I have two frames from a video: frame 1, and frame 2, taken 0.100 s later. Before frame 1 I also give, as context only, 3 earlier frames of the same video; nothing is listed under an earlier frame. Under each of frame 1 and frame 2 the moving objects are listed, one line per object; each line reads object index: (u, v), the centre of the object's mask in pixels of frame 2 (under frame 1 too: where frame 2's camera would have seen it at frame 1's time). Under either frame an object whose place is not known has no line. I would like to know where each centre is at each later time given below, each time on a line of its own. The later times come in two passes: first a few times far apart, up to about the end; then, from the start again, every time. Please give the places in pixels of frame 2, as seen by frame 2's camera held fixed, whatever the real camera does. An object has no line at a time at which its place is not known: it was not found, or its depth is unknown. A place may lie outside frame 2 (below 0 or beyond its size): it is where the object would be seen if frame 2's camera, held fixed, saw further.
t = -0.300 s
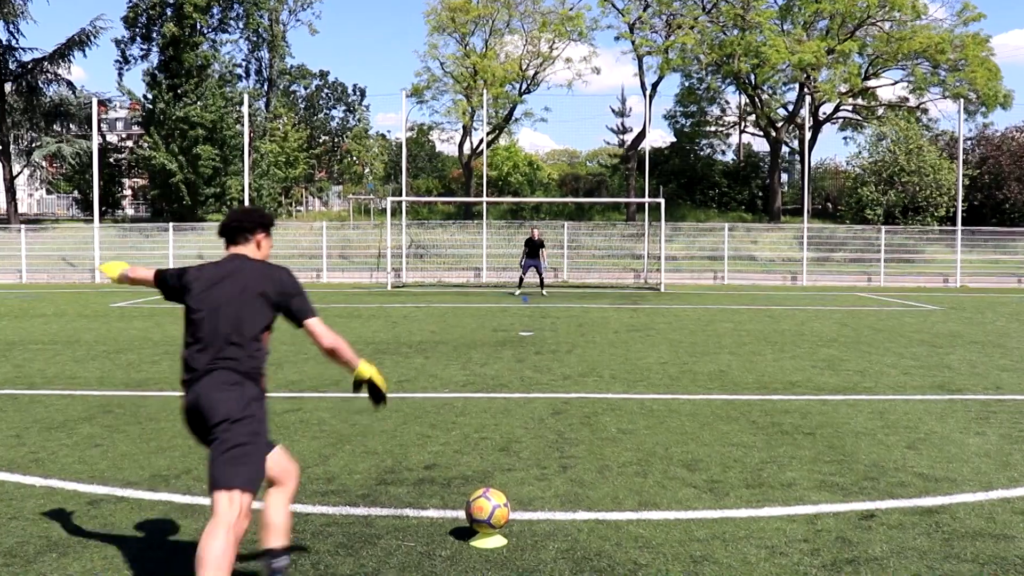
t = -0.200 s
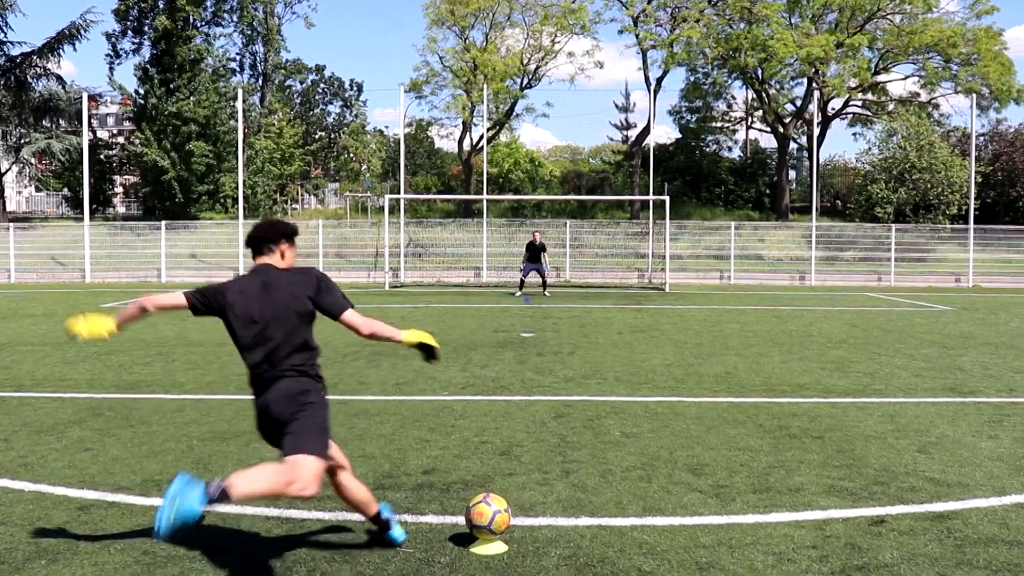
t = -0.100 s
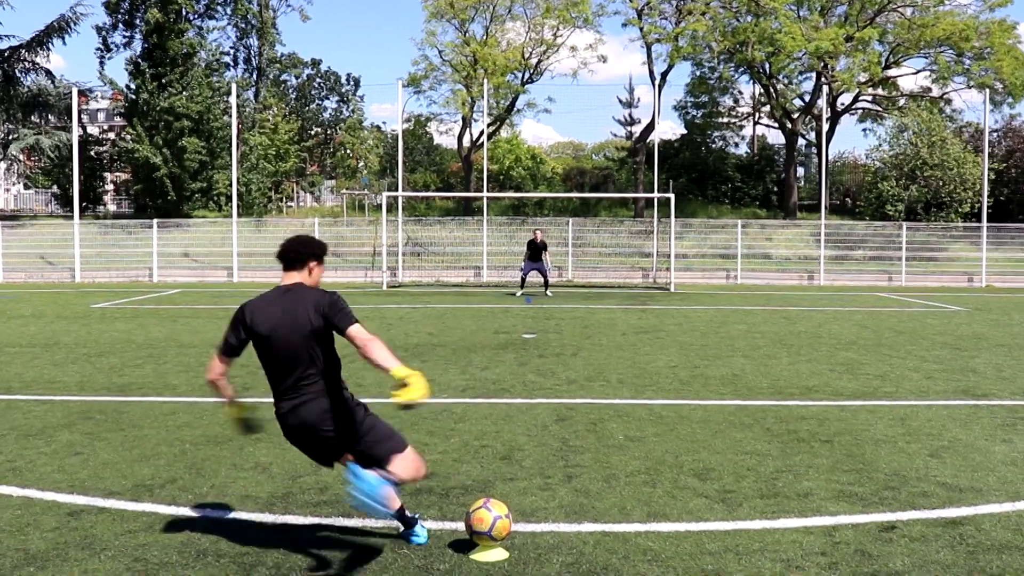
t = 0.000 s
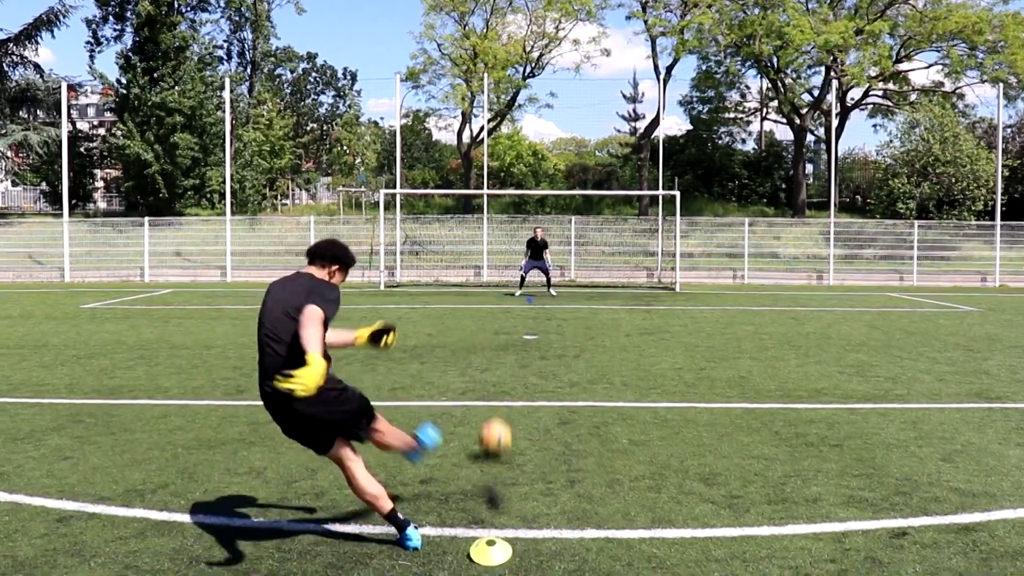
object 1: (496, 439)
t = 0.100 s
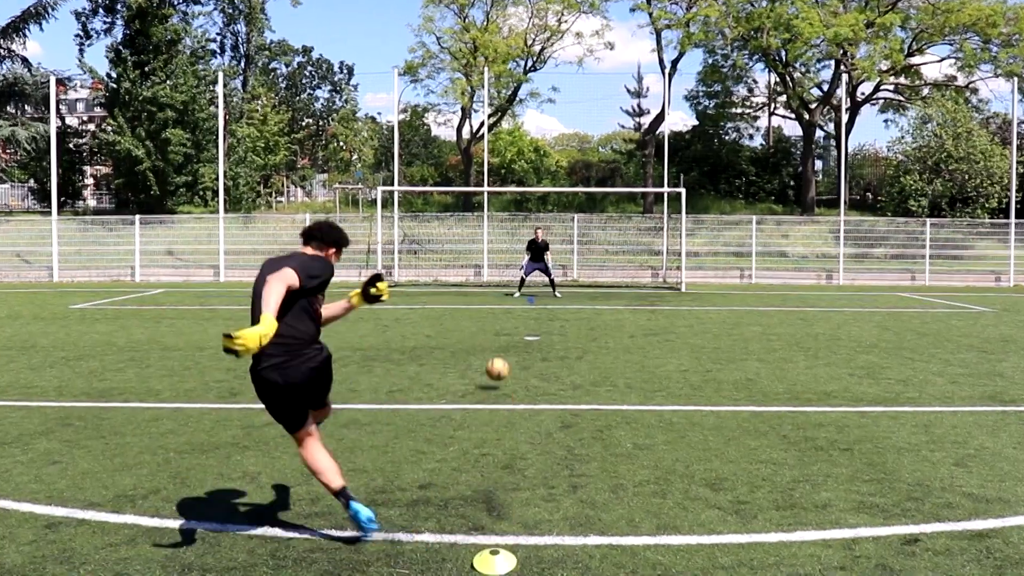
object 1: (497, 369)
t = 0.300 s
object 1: (494, 318)
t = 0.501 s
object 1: (492, 292)
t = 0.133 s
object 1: (497, 359)
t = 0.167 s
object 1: (497, 356)
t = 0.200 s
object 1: (496, 340)
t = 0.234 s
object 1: (495, 328)
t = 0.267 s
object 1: (495, 324)
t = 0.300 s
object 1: (494, 318)
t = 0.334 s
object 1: (493, 315)
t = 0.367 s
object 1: (493, 315)
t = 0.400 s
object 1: (492, 312)
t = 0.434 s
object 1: (492, 302)
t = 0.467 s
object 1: (491, 298)
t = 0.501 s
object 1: (492, 292)
